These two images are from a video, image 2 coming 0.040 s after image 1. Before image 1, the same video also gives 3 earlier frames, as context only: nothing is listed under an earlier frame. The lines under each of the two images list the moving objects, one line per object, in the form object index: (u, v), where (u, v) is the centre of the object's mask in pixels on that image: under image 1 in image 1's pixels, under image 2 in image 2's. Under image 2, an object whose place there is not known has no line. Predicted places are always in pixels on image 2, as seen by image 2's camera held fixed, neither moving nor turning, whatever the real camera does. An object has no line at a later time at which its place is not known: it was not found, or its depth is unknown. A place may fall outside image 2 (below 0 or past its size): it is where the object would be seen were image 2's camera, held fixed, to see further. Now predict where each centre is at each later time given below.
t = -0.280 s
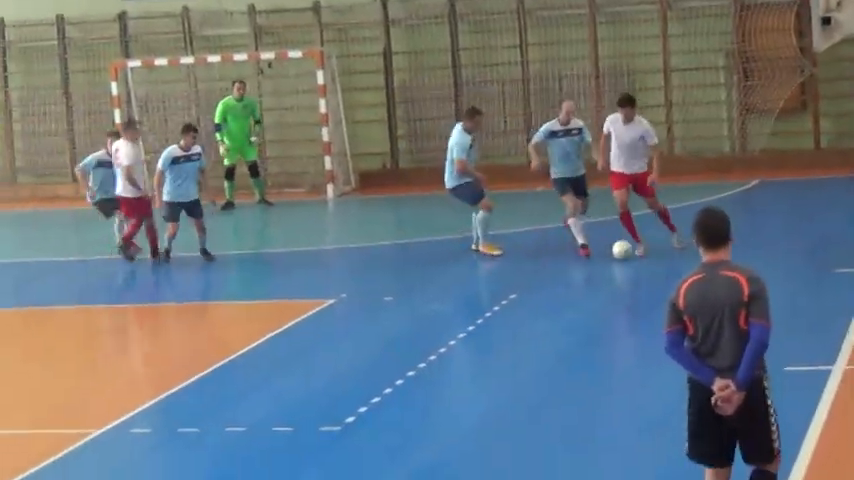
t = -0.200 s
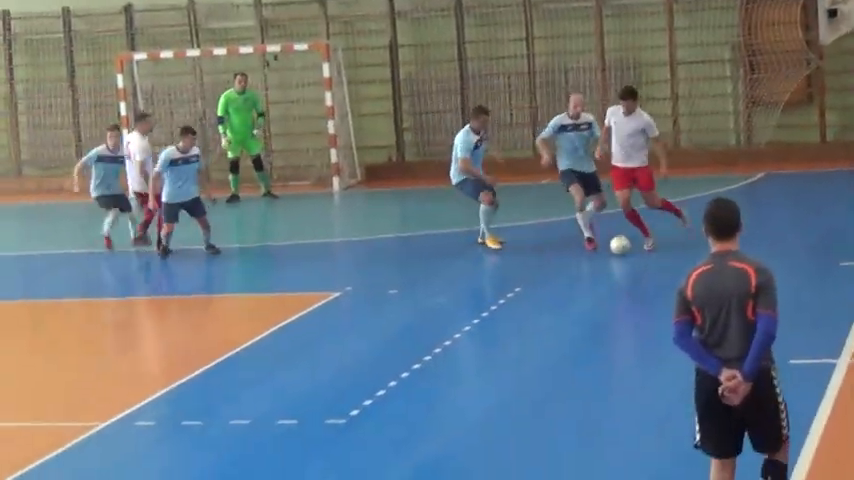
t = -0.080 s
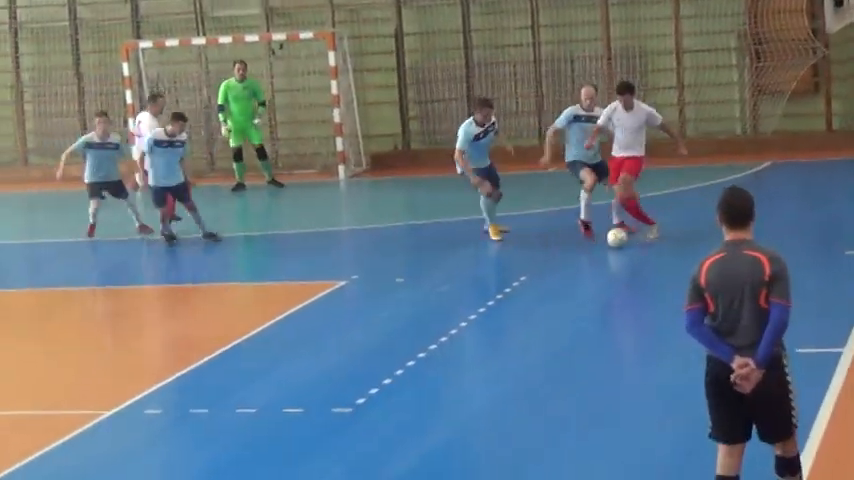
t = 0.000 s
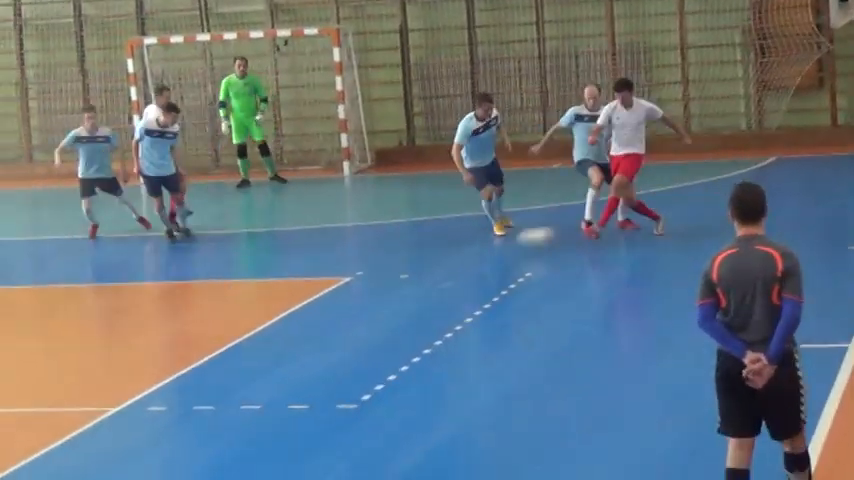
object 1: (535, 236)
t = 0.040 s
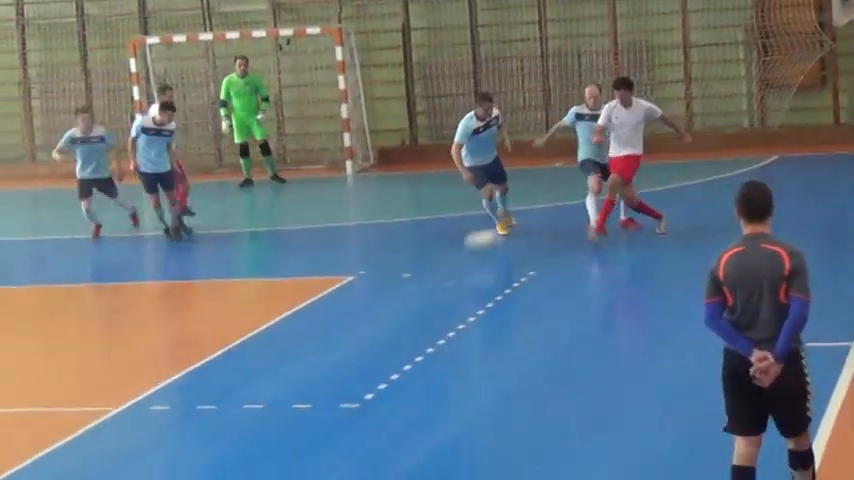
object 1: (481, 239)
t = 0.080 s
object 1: (428, 245)
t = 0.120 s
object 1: (370, 252)
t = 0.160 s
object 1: (315, 262)
